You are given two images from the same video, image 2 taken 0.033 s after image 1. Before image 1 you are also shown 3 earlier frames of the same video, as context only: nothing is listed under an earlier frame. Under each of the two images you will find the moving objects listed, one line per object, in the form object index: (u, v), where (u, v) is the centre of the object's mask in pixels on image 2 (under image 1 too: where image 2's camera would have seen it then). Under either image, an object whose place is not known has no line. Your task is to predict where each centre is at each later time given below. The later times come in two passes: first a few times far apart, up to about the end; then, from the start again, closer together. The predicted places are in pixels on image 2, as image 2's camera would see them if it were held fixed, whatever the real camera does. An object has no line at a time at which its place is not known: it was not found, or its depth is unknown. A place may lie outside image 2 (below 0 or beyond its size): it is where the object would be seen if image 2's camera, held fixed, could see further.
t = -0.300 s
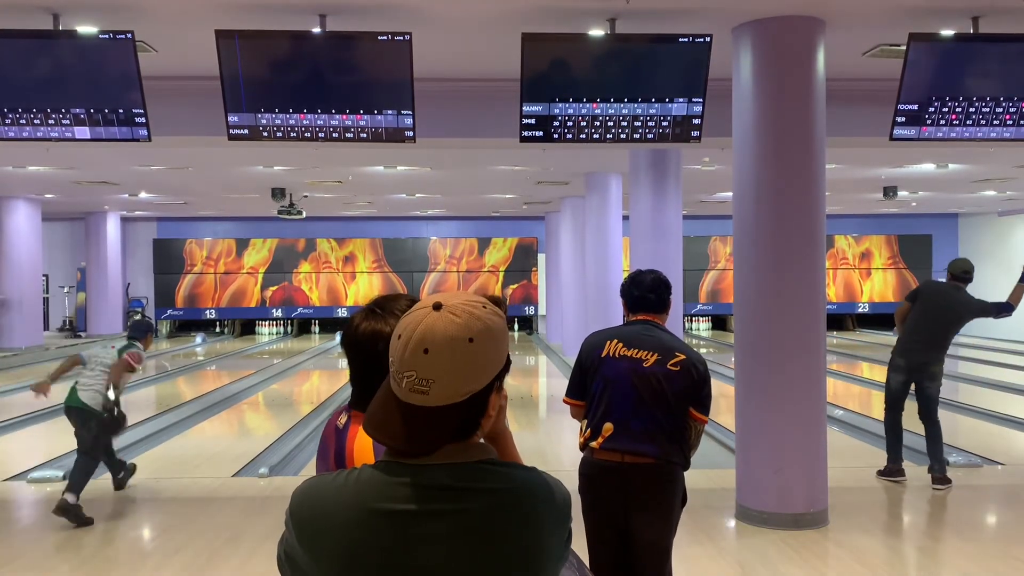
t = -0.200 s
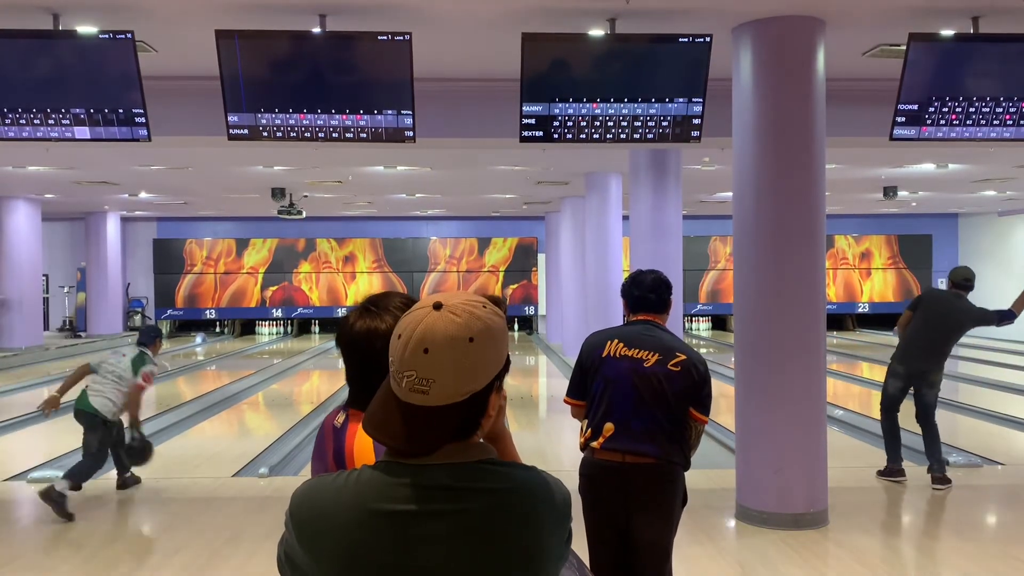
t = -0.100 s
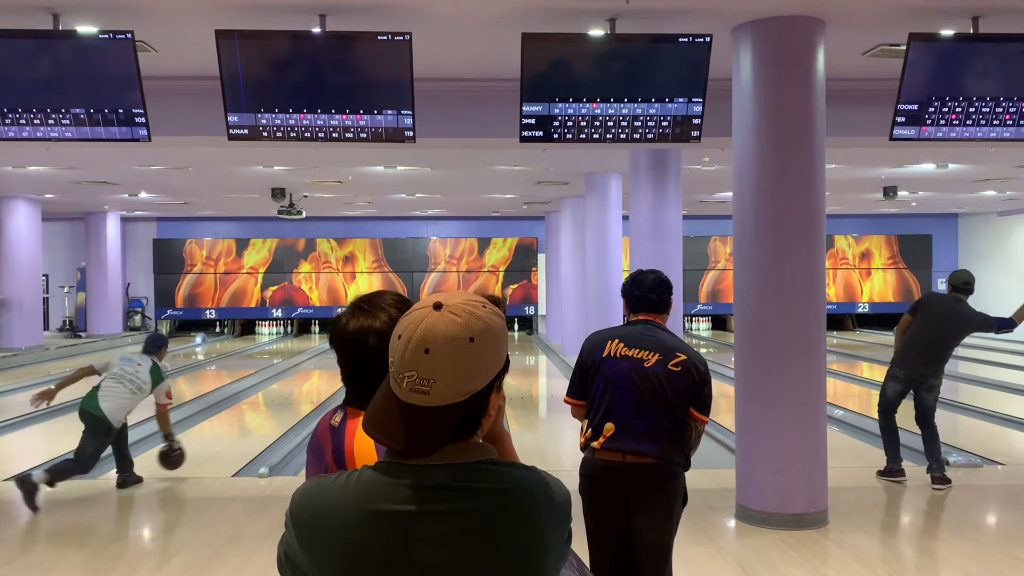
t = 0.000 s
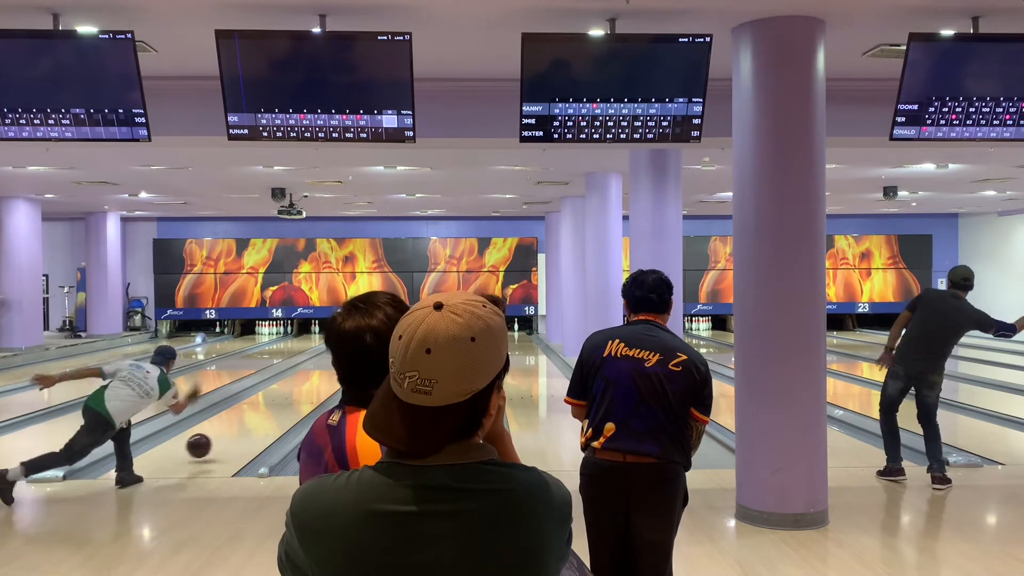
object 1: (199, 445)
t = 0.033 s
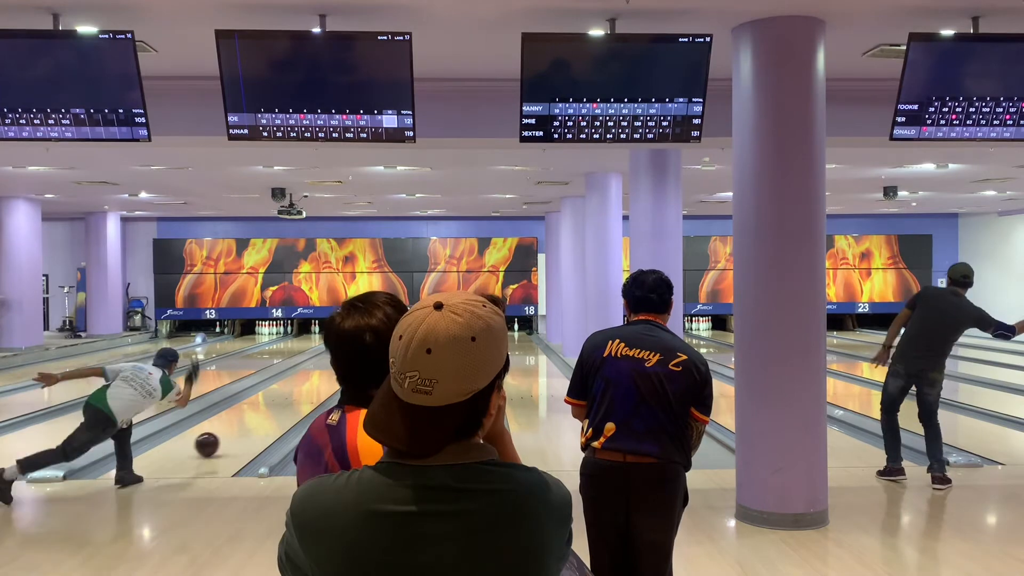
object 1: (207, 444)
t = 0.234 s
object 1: (247, 422)
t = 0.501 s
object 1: (284, 398)
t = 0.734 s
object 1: (311, 385)
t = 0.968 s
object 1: (331, 373)
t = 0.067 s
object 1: (215, 440)
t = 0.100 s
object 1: (222, 436)
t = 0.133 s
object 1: (229, 432)
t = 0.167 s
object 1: (235, 429)
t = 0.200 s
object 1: (241, 425)
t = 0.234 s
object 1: (247, 422)
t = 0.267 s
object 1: (253, 418)
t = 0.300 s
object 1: (258, 415)
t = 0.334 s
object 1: (264, 412)
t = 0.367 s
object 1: (268, 409)
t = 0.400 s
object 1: (273, 406)
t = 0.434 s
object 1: (277, 403)
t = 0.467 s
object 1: (282, 401)
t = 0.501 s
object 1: (284, 398)
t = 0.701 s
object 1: (309, 386)
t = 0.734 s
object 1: (311, 385)
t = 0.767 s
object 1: (314, 383)
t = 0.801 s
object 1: (317, 381)
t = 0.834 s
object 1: (320, 379)
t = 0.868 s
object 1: (323, 378)
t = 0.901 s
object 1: (326, 376)
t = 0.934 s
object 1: (328, 375)
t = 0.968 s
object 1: (331, 373)
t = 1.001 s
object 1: (333, 372)
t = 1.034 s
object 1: (335, 370)
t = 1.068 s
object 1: (338, 369)
